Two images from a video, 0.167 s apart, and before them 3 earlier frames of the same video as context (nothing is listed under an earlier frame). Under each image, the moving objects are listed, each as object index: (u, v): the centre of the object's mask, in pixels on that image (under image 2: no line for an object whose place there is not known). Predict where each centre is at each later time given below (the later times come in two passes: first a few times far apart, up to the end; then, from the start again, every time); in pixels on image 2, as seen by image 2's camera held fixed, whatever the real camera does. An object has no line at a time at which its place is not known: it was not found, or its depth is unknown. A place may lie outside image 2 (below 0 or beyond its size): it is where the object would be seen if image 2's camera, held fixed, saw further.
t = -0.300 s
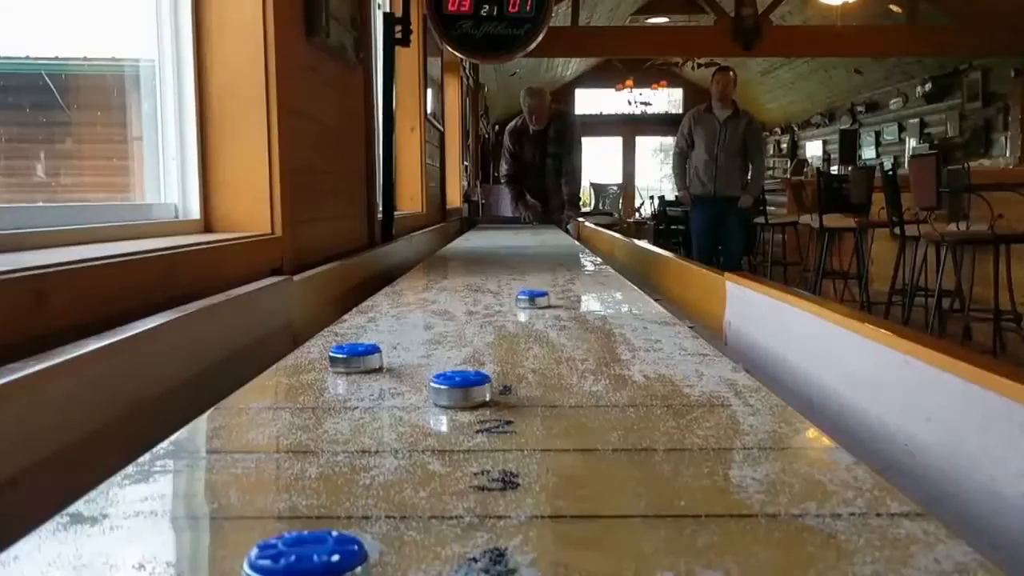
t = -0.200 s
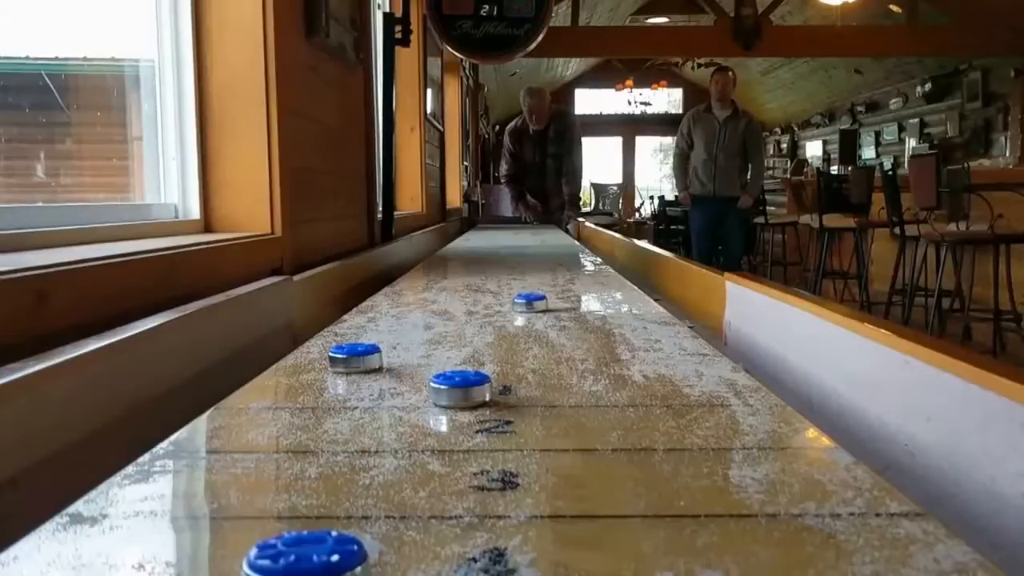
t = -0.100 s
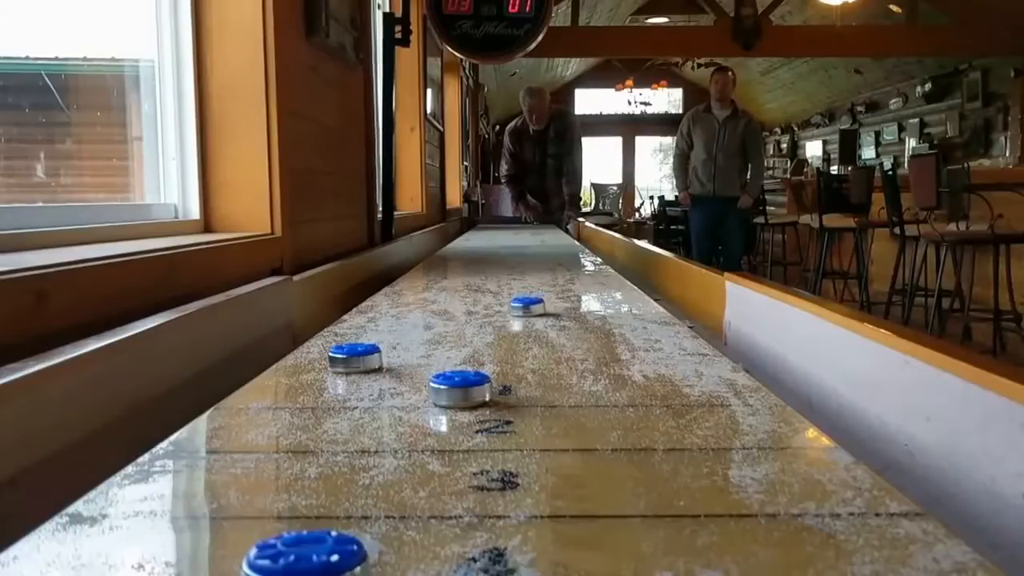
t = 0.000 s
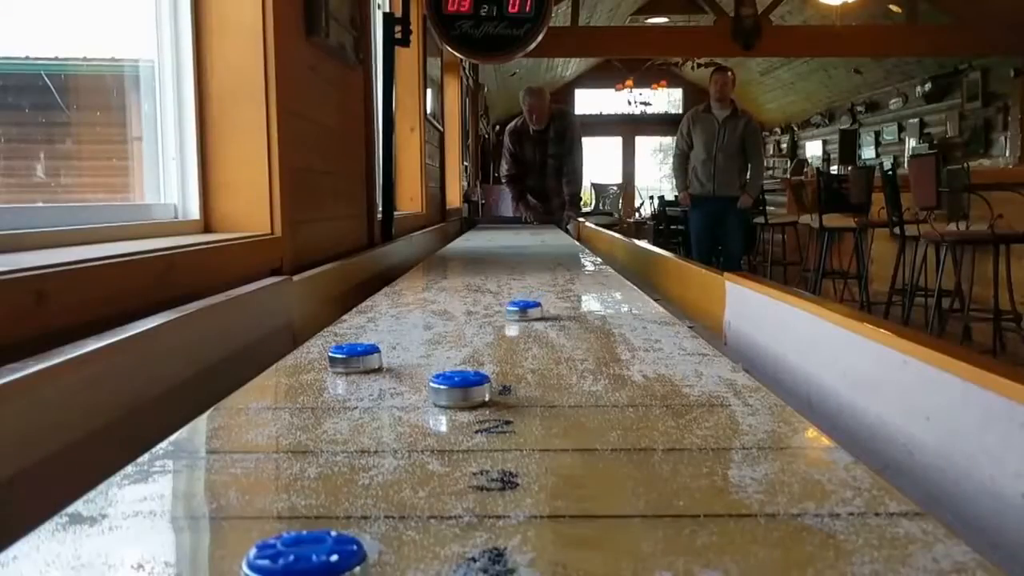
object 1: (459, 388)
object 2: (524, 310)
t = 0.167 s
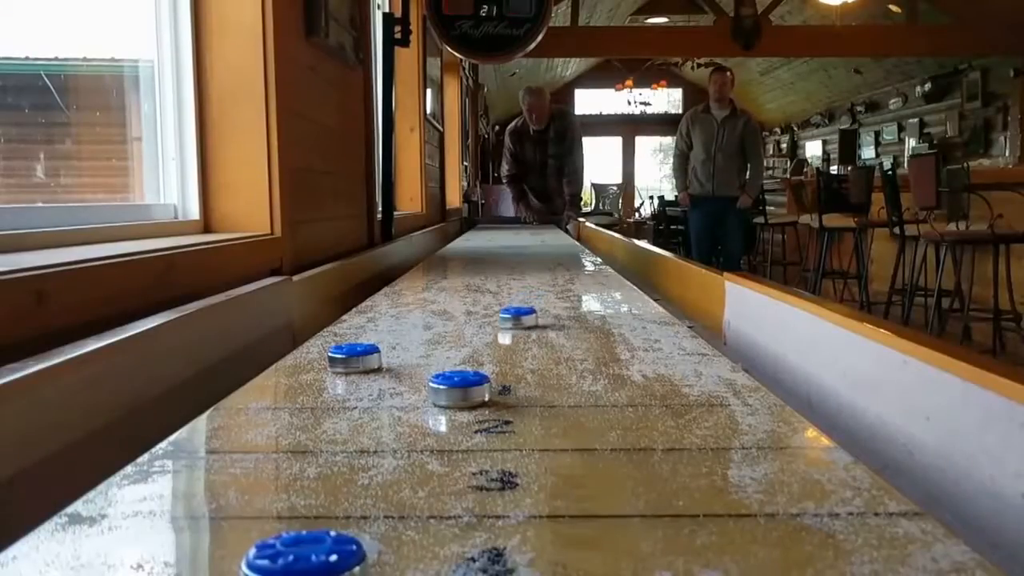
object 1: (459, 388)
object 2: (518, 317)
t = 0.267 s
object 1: (459, 388)
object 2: (513, 321)
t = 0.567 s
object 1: (459, 388)
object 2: (501, 336)
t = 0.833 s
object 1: (459, 388)
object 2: (487, 350)
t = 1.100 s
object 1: (458, 389)
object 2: (471, 361)
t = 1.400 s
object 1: (457, 394)
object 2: (444, 369)
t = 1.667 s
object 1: (452, 405)
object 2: (433, 375)
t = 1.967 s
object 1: (448, 414)
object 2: (429, 378)
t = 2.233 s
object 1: (446, 417)
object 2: (428, 378)
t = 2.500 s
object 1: (446, 418)
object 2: (428, 378)
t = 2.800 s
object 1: (446, 418)
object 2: (428, 378)
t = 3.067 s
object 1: (446, 418)
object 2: (428, 379)
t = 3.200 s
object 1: (446, 418)
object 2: (428, 379)
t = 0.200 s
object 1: (459, 388)
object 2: (516, 318)
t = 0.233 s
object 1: (459, 388)
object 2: (514, 320)
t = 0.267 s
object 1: (459, 388)
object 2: (513, 321)
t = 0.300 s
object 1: (459, 388)
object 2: (512, 323)
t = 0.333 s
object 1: (459, 388)
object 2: (511, 325)
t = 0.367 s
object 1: (459, 388)
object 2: (509, 326)
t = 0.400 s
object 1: (459, 388)
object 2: (508, 328)
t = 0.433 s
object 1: (459, 388)
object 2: (507, 329)
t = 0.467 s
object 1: (459, 388)
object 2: (506, 331)
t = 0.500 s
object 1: (459, 388)
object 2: (504, 333)
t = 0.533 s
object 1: (459, 388)
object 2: (502, 334)
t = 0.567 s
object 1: (459, 388)
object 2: (501, 336)
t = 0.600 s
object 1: (459, 388)
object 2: (499, 338)
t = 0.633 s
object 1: (459, 388)
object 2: (497, 339)
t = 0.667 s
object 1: (459, 388)
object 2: (496, 341)
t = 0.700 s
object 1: (459, 388)
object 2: (495, 343)
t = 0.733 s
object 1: (459, 388)
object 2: (493, 344)
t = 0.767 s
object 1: (459, 388)
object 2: (492, 346)
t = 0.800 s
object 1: (459, 388)
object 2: (489, 348)
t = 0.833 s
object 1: (459, 388)
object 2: (487, 350)
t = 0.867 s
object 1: (459, 388)
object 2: (485, 351)
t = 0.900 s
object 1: (459, 388)
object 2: (484, 353)
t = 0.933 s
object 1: (459, 388)
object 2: (481, 355)
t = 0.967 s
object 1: (459, 388)
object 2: (479, 356)
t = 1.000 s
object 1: (458, 388)
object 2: (477, 357)
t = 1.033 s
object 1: (458, 389)
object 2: (475, 358)
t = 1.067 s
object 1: (458, 389)
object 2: (472, 360)
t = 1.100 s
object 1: (458, 389)
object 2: (471, 361)
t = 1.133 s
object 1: (458, 389)
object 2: (468, 362)
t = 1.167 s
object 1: (458, 389)
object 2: (466, 361)
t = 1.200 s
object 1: (458, 389)
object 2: (462, 363)
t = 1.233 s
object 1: (458, 389)
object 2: (459, 364)
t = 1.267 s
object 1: (458, 389)
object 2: (455, 365)
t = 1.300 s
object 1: (458, 389)
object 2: (452, 366)
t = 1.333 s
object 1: (458, 391)
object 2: (448, 367)
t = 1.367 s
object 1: (457, 392)
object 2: (447, 368)
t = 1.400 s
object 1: (457, 394)
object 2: (444, 369)
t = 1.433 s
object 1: (456, 396)
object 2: (442, 370)
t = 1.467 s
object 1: (455, 397)
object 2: (440, 371)
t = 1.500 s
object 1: (454, 398)
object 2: (439, 372)
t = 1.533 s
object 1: (454, 400)
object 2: (438, 373)
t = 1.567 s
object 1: (454, 401)
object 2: (436, 373)
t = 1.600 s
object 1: (453, 402)
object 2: (435, 373)
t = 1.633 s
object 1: (453, 403)
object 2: (434, 374)
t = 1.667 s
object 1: (452, 405)
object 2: (433, 375)
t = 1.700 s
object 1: (452, 406)
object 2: (432, 375)
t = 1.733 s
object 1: (451, 407)
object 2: (432, 376)
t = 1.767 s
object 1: (451, 408)
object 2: (431, 376)
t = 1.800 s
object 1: (450, 409)
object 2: (430, 376)
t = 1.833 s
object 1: (450, 410)
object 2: (429, 377)
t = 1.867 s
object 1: (450, 411)
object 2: (429, 377)
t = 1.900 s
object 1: (449, 412)
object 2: (429, 377)
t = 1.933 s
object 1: (448, 413)
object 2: (429, 377)
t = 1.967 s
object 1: (448, 414)
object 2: (429, 378)
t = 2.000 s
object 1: (448, 415)
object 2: (429, 378)
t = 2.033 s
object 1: (447, 415)
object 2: (429, 378)
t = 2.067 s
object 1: (447, 416)
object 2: (429, 378)
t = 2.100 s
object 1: (447, 416)
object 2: (429, 378)
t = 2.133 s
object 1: (447, 416)
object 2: (428, 378)
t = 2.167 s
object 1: (447, 416)
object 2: (428, 378)
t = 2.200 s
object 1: (446, 417)
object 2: (428, 378)
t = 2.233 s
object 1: (446, 417)
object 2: (428, 378)
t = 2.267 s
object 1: (446, 417)
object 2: (428, 378)
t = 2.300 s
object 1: (446, 418)
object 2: (428, 378)
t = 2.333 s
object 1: (446, 418)
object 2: (428, 378)
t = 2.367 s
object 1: (446, 418)
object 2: (428, 378)
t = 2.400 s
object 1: (446, 418)
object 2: (428, 378)
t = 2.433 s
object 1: (446, 418)
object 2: (428, 378)
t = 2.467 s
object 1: (446, 418)
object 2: (428, 378)
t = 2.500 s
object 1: (446, 418)
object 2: (428, 378)
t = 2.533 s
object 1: (446, 418)
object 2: (428, 378)
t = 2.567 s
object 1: (446, 418)
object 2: (428, 378)
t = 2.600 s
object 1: (446, 418)
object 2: (428, 378)
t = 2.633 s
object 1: (446, 418)
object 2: (428, 378)
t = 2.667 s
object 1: (446, 418)
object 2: (428, 378)
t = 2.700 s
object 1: (445, 418)
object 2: (428, 378)
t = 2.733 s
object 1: (446, 418)
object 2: (428, 378)
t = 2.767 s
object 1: (446, 418)
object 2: (428, 378)
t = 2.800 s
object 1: (446, 418)
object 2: (428, 378)
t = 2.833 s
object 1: (446, 418)
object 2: (428, 378)
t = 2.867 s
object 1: (446, 418)
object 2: (428, 378)
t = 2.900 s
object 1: (446, 418)
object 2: (428, 378)
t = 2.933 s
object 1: (445, 418)
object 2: (428, 378)
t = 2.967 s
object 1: (446, 418)
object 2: (428, 378)
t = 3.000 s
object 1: (446, 418)
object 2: (428, 378)
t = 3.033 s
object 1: (446, 418)
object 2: (428, 378)
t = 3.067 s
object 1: (446, 418)
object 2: (428, 379)
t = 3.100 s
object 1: (446, 418)
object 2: (428, 378)
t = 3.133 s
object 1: (445, 418)
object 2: (428, 378)
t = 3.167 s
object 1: (446, 418)
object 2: (427, 379)
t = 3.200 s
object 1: (446, 418)
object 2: (428, 379)
